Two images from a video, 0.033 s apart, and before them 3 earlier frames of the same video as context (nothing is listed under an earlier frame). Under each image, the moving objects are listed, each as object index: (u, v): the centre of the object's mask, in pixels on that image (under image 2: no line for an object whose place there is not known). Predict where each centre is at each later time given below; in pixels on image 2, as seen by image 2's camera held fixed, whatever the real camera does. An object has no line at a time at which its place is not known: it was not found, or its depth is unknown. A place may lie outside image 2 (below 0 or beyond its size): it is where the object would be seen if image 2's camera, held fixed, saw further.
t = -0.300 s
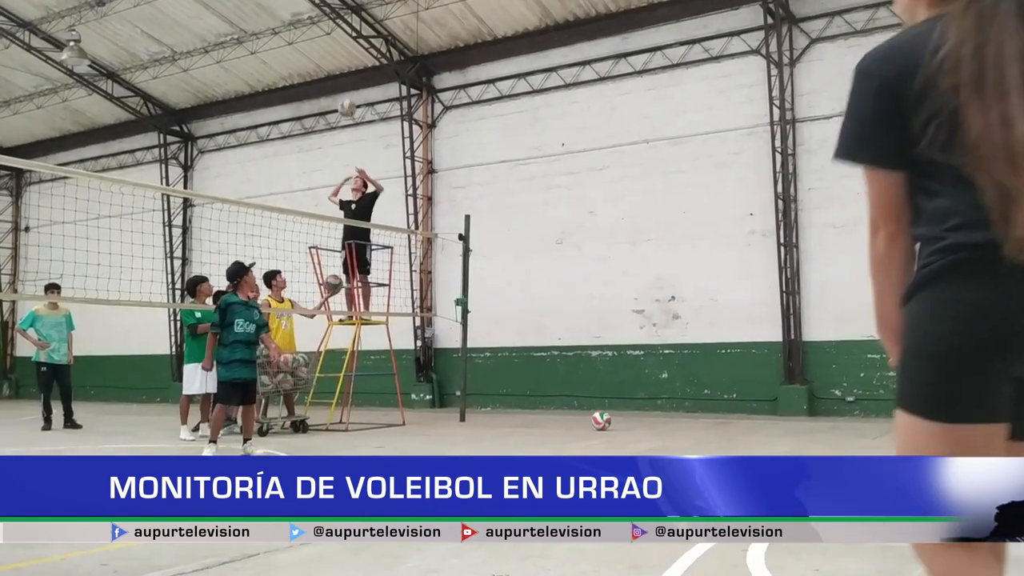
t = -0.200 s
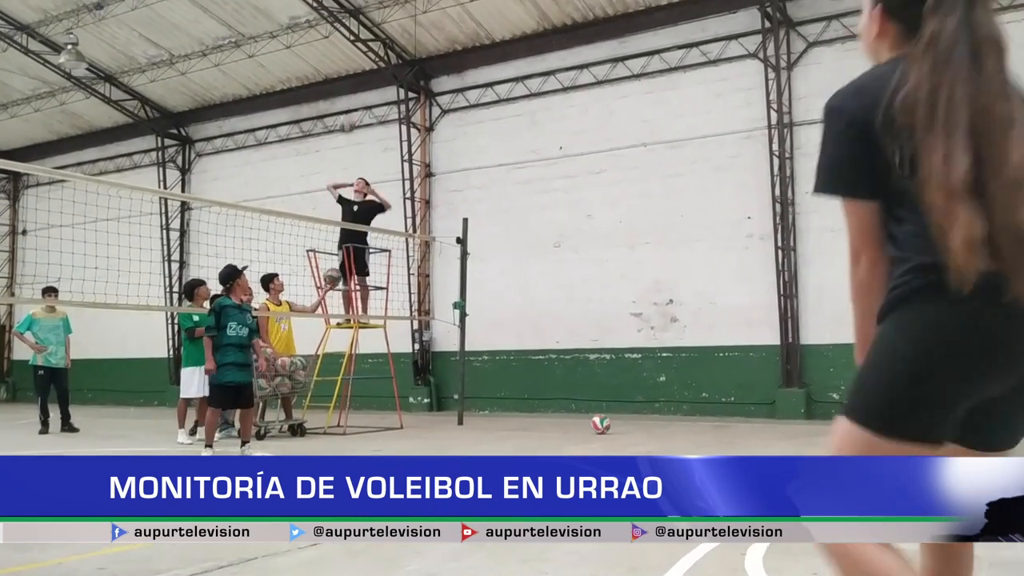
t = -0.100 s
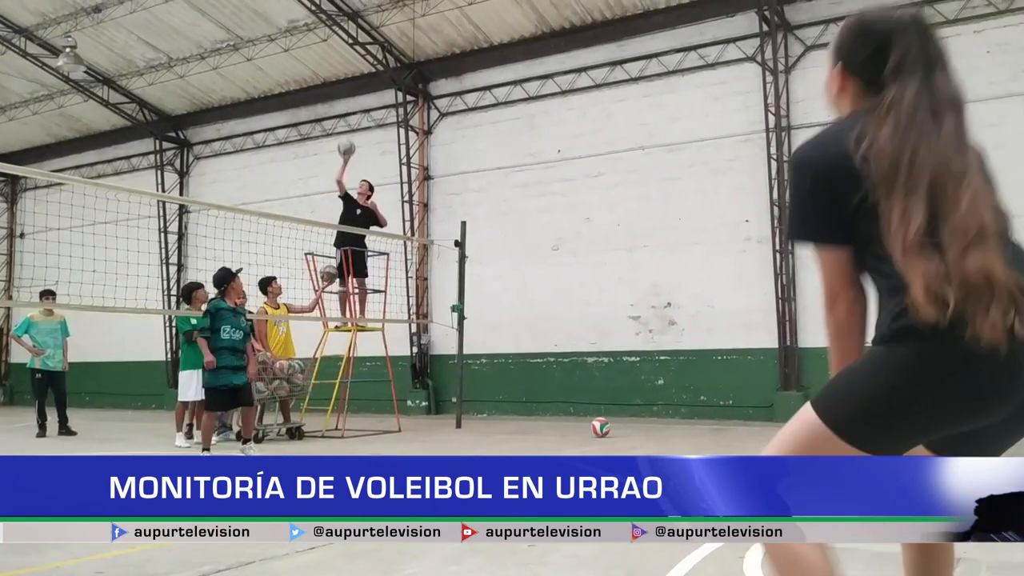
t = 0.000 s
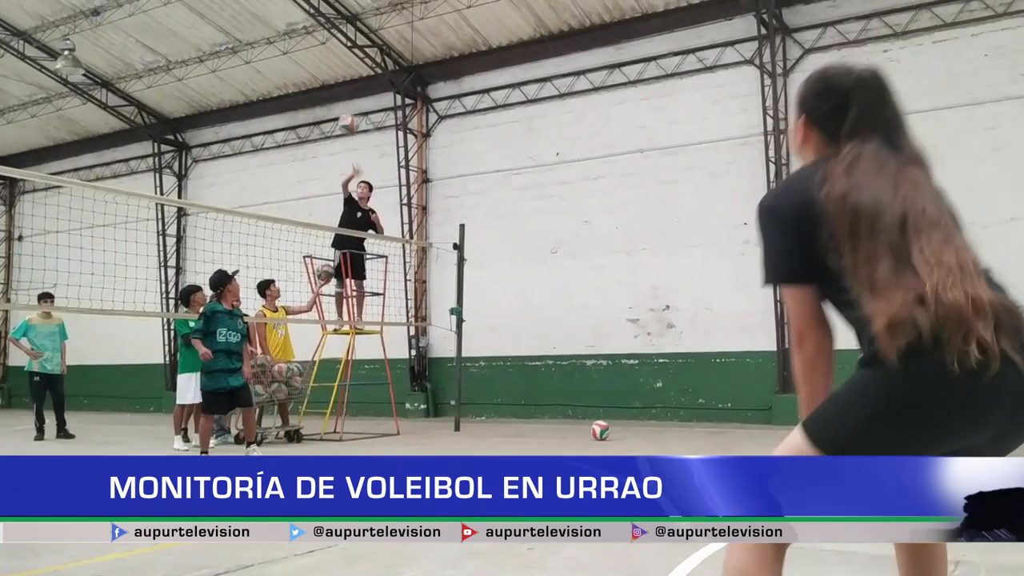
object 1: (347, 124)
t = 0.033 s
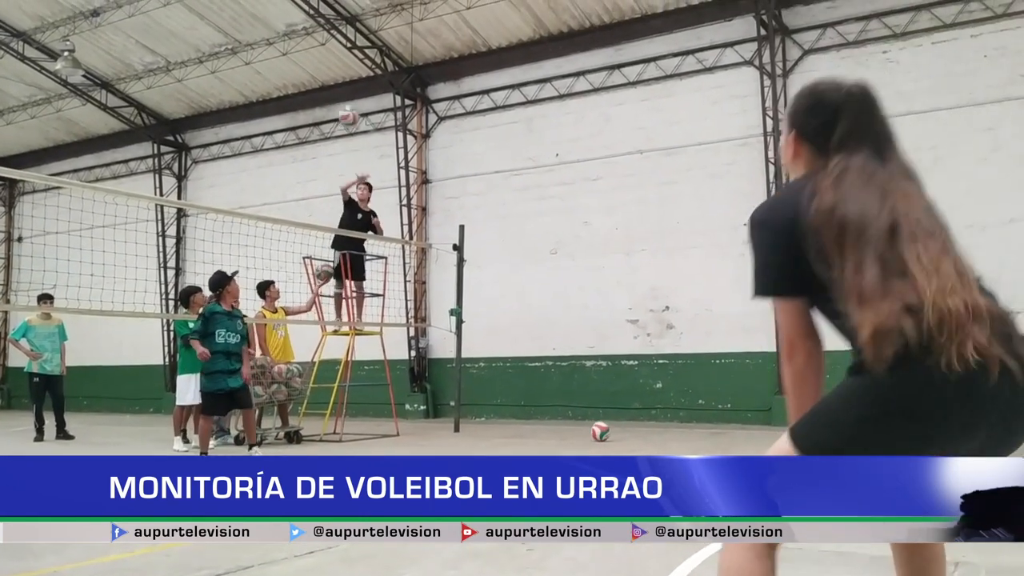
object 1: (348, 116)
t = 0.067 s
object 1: (350, 106)
